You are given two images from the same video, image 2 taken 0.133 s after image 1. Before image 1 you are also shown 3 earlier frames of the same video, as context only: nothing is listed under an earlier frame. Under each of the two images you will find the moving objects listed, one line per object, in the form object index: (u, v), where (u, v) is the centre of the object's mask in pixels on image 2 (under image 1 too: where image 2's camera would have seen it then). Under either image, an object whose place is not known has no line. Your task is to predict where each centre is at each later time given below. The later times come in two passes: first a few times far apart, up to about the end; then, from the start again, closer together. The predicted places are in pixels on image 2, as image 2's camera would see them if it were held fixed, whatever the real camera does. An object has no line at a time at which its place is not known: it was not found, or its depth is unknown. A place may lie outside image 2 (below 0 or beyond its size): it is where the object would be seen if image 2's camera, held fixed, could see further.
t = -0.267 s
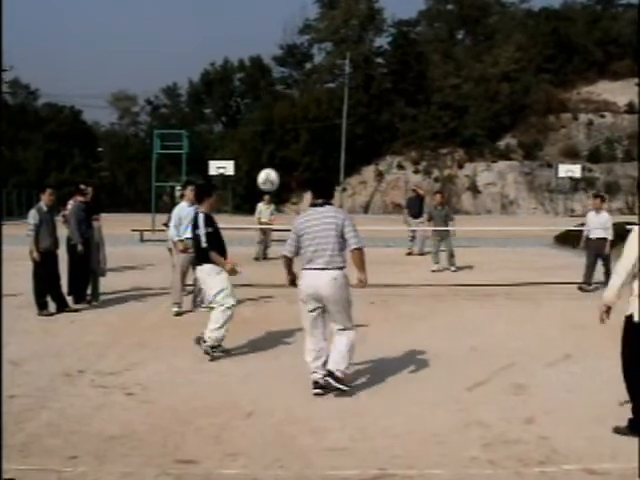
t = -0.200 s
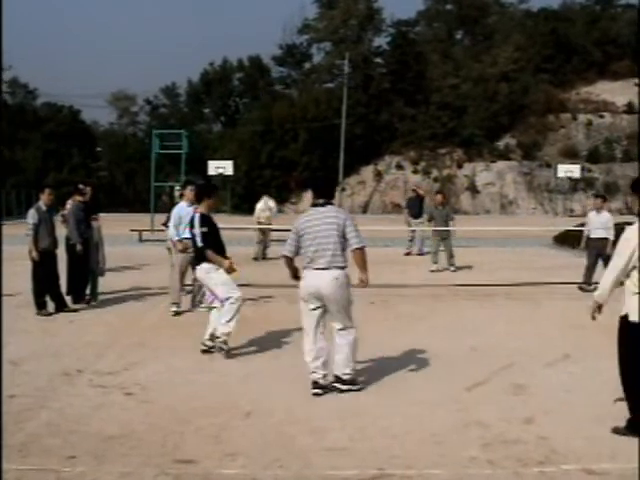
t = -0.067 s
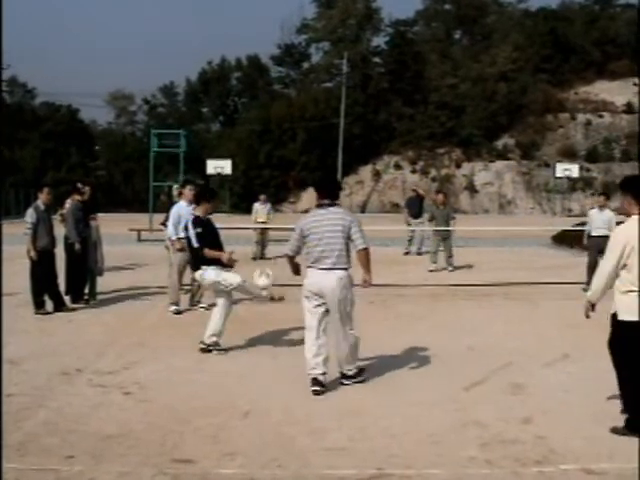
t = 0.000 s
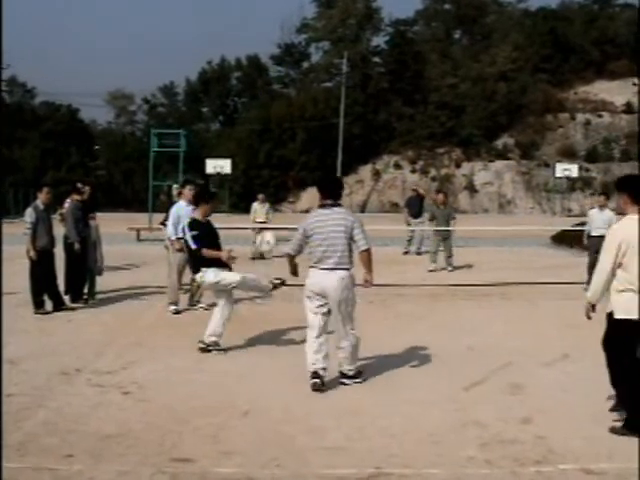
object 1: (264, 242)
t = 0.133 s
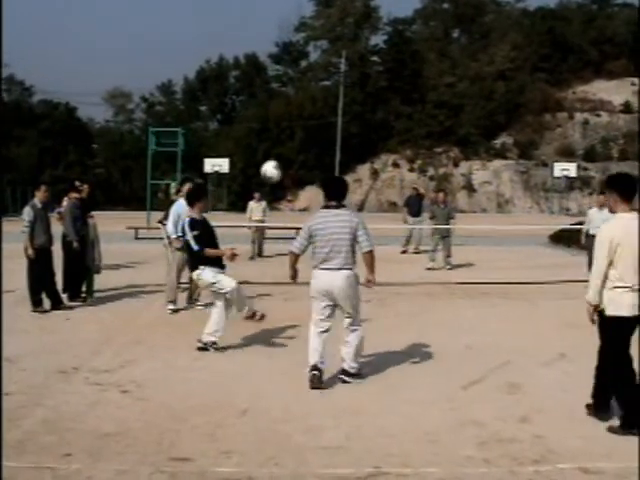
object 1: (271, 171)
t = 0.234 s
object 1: (276, 131)
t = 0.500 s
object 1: (288, 73)
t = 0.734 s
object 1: (299, 78)
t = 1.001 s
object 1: (308, 143)
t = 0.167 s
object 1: (273, 156)
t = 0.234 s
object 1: (276, 131)
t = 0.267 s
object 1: (278, 120)
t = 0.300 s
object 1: (279, 110)
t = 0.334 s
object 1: (281, 102)
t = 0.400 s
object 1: (284, 87)
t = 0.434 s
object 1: (285, 80)
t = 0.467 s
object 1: (286, 77)
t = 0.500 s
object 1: (288, 73)
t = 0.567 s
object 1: (291, 70)
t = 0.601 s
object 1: (292, 70)
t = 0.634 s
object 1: (294, 71)
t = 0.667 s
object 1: (296, 73)
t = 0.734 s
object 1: (299, 78)
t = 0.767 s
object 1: (299, 83)
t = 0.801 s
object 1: (301, 89)
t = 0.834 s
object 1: (302, 96)
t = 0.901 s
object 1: (304, 113)
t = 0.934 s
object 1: (305, 122)
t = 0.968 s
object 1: (307, 132)
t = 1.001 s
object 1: (308, 143)
